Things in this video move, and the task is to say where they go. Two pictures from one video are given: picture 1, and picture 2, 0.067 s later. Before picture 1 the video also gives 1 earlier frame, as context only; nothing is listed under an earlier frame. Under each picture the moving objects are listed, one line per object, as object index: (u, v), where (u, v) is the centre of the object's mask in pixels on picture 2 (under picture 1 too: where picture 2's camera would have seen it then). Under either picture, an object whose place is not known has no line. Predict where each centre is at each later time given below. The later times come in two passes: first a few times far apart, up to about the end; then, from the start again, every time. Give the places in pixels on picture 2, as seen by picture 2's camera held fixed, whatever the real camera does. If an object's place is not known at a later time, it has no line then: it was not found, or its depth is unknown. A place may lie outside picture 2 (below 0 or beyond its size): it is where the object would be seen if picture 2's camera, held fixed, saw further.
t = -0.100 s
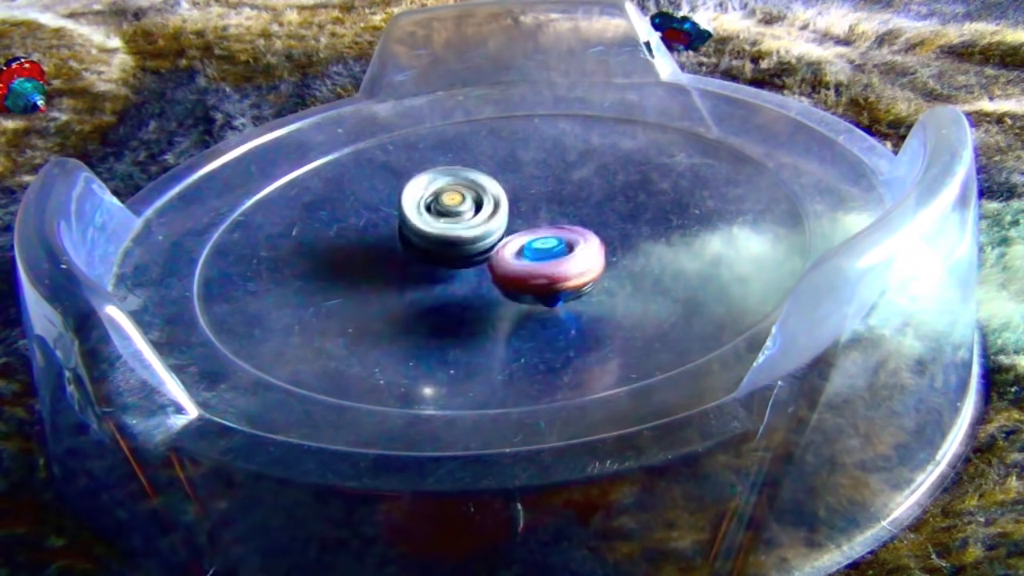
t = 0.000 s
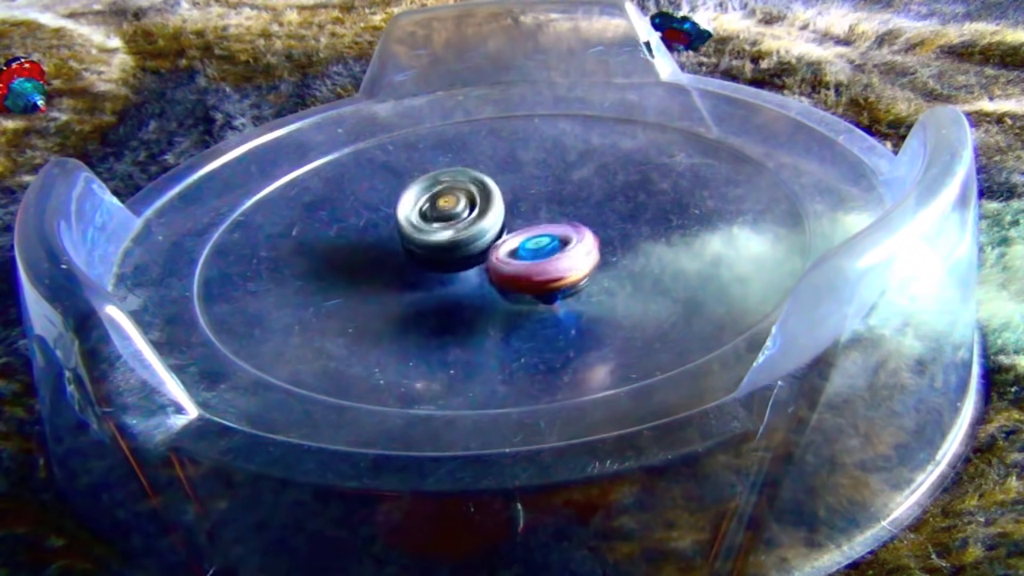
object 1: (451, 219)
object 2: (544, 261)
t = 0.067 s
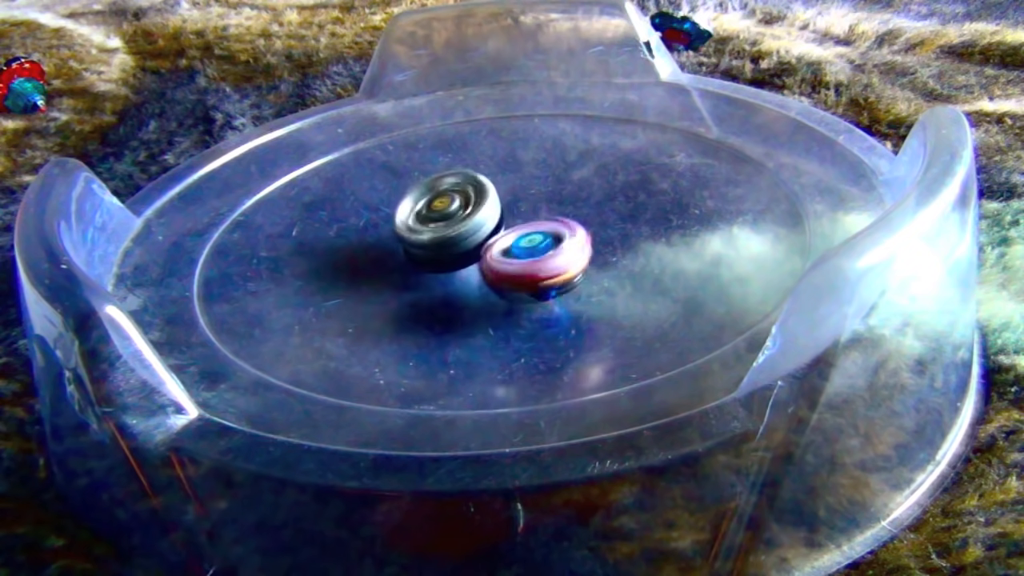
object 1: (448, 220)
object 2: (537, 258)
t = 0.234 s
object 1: (446, 219)
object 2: (525, 255)
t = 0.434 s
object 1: (445, 217)
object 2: (530, 265)
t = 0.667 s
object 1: (437, 215)
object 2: (527, 264)
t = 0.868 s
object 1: (437, 221)
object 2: (519, 261)
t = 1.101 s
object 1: (436, 219)
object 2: (516, 259)
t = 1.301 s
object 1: (434, 220)
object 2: (527, 256)
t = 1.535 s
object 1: (436, 228)
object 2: (563, 258)
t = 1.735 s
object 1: (434, 234)
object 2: (552, 249)
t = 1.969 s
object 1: (421, 241)
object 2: (554, 238)
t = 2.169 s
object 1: (403, 237)
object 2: (610, 222)
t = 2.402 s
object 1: (443, 239)
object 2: (616, 196)
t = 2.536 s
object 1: (476, 241)
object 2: (585, 197)
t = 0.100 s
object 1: (448, 220)
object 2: (534, 257)
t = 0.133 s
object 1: (446, 219)
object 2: (530, 256)
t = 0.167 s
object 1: (445, 221)
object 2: (530, 255)
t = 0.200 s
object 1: (446, 220)
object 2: (526, 256)
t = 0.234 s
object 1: (446, 219)
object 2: (525, 255)
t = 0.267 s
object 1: (444, 218)
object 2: (529, 259)
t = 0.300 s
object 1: (446, 219)
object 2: (531, 261)
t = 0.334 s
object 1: (445, 218)
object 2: (532, 262)
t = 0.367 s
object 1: (445, 218)
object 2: (531, 264)
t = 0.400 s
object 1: (445, 218)
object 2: (532, 264)
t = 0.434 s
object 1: (445, 217)
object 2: (530, 265)
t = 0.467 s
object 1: (444, 217)
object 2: (529, 265)
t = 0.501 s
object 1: (444, 217)
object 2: (526, 266)
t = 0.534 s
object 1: (443, 217)
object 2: (524, 264)
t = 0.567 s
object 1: (443, 218)
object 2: (520, 264)
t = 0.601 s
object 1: (441, 218)
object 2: (519, 263)
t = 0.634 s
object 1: (439, 218)
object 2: (521, 264)
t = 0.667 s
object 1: (437, 215)
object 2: (527, 264)
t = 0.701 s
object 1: (439, 215)
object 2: (524, 264)
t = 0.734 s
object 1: (441, 215)
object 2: (526, 264)
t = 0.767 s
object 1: (442, 217)
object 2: (523, 264)
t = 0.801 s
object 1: (440, 219)
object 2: (524, 263)
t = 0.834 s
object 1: (439, 221)
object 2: (520, 262)
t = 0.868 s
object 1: (437, 221)
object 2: (519, 261)
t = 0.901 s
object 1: (437, 221)
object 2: (516, 260)
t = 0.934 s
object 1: (435, 220)
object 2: (521, 261)
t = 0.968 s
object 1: (437, 219)
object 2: (521, 262)
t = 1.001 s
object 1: (438, 218)
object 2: (523, 261)
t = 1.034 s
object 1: (439, 218)
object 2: (520, 261)
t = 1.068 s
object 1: (437, 218)
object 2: (519, 260)
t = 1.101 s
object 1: (436, 219)
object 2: (516, 259)
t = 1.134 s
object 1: (434, 218)
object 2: (515, 257)
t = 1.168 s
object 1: (433, 218)
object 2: (519, 258)
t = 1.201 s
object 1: (433, 218)
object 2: (522, 256)
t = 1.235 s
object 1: (434, 218)
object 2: (522, 257)
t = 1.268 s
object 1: (434, 219)
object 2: (524, 256)
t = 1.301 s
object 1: (434, 220)
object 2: (527, 256)
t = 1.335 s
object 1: (430, 218)
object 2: (540, 258)
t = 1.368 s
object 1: (432, 217)
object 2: (545, 259)
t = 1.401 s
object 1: (436, 219)
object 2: (550, 260)
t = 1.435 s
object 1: (439, 221)
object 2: (556, 260)
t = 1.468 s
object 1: (439, 224)
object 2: (559, 259)
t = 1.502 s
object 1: (438, 226)
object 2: (563, 259)
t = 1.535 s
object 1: (436, 228)
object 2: (563, 258)
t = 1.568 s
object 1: (435, 230)
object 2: (564, 257)
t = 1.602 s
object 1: (434, 230)
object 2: (564, 256)
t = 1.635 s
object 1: (434, 230)
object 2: (563, 254)
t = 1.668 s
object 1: (435, 231)
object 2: (560, 253)
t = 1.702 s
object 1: (434, 232)
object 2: (558, 250)
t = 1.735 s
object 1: (434, 234)
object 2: (552, 249)
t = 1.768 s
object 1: (434, 236)
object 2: (548, 248)
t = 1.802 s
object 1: (431, 236)
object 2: (554, 245)
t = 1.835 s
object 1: (421, 237)
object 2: (558, 243)
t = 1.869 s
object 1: (419, 240)
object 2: (557, 242)
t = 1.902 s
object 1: (421, 240)
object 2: (558, 239)
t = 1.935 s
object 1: (421, 240)
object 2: (555, 239)
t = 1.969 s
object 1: (421, 241)
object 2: (554, 238)
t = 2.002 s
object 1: (422, 242)
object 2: (550, 237)
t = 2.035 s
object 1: (423, 241)
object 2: (545, 237)
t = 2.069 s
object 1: (426, 240)
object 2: (541, 236)
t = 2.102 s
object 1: (414, 235)
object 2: (570, 233)
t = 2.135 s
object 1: (407, 238)
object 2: (595, 225)
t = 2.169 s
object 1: (403, 237)
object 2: (610, 222)
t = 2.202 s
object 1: (402, 236)
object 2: (617, 218)
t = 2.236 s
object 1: (406, 236)
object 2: (617, 214)
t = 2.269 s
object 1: (413, 233)
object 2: (621, 210)
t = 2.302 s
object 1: (418, 233)
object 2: (623, 206)
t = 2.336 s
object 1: (427, 235)
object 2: (622, 203)
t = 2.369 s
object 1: (435, 236)
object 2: (620, 198)
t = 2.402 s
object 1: (443, 239)
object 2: (616, 196)
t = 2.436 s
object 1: (452, 239)
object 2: (610, 196)
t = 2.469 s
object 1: (460, 241)
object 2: (603, 193)
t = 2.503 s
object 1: (469, 242)
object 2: (593, 194)
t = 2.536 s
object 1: (476, 241)
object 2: (585, 197)
